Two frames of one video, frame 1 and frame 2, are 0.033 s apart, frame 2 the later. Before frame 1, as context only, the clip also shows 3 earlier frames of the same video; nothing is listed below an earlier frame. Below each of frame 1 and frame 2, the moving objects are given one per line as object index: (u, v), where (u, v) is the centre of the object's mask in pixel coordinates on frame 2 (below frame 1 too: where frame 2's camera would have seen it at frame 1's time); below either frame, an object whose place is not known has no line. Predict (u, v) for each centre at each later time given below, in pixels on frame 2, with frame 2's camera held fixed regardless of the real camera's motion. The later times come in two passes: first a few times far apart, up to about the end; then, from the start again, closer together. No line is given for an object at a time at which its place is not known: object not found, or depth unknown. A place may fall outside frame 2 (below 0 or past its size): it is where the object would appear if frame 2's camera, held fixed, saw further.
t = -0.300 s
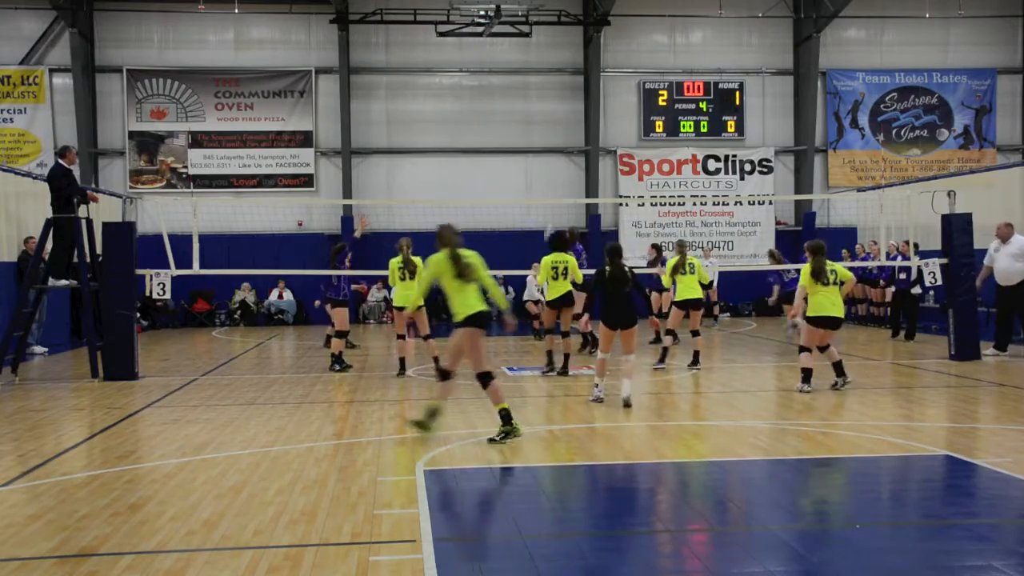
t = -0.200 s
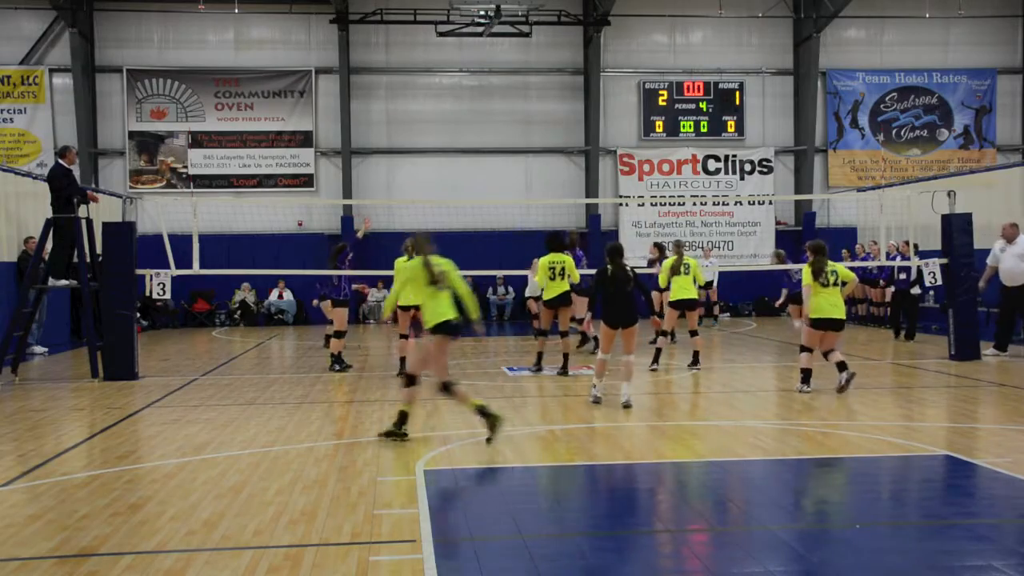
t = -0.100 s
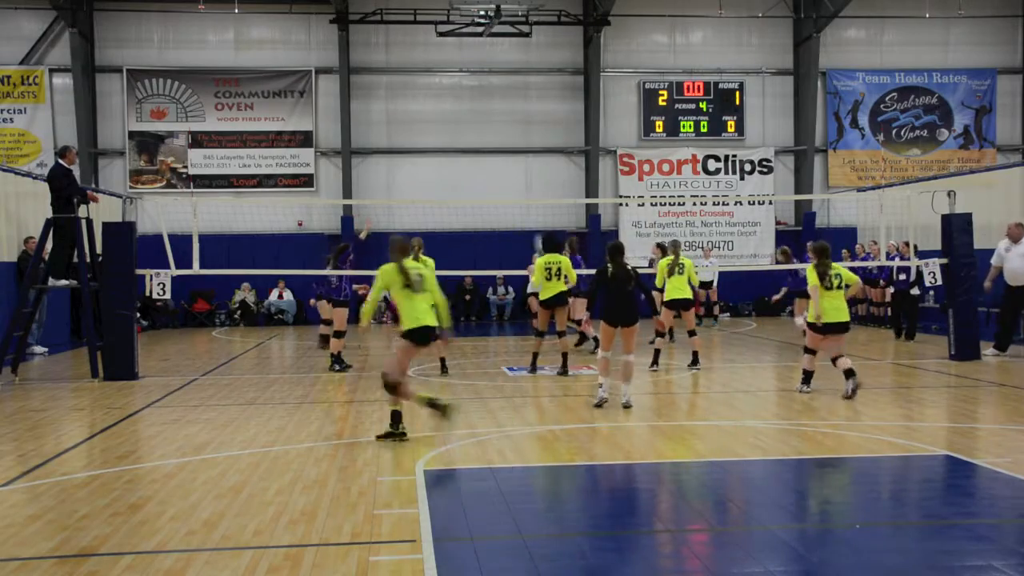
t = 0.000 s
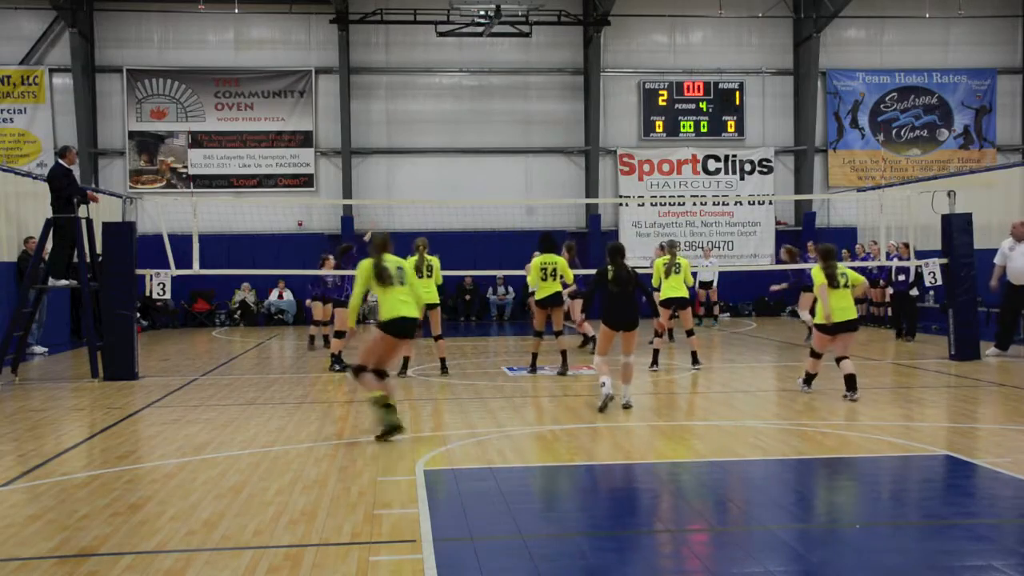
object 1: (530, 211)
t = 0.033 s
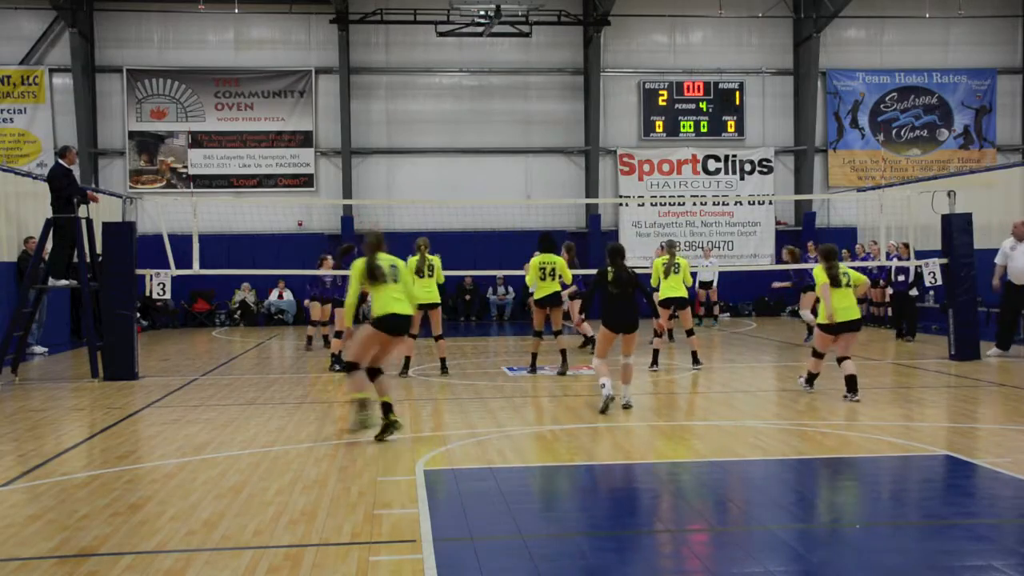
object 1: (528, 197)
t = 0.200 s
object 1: (516, 150)
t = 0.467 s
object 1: (493, 102)
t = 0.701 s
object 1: (472, 94)
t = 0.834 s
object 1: (460, 107)
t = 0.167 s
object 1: (518, 155)
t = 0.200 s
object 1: (516, 150)
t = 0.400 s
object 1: (498, 109)
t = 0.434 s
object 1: (495, 107)
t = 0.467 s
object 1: (493, 102)
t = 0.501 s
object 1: (492, 98)
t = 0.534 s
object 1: (487, 95)
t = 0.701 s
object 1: (472, 94)
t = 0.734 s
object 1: (469, 96)
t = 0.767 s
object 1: (467, 100)
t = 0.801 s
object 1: (464, 103)
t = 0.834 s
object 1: (460, 107)
